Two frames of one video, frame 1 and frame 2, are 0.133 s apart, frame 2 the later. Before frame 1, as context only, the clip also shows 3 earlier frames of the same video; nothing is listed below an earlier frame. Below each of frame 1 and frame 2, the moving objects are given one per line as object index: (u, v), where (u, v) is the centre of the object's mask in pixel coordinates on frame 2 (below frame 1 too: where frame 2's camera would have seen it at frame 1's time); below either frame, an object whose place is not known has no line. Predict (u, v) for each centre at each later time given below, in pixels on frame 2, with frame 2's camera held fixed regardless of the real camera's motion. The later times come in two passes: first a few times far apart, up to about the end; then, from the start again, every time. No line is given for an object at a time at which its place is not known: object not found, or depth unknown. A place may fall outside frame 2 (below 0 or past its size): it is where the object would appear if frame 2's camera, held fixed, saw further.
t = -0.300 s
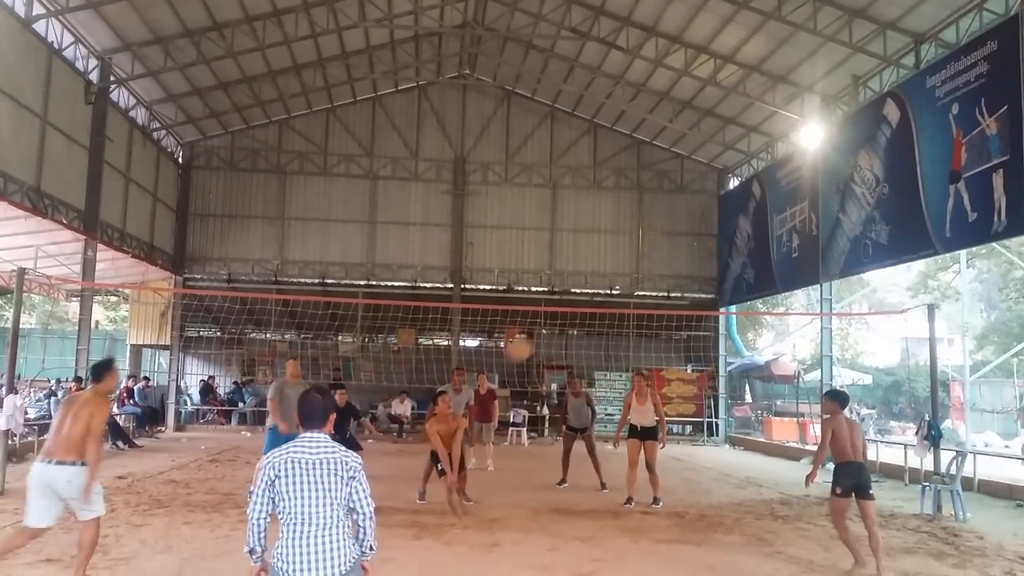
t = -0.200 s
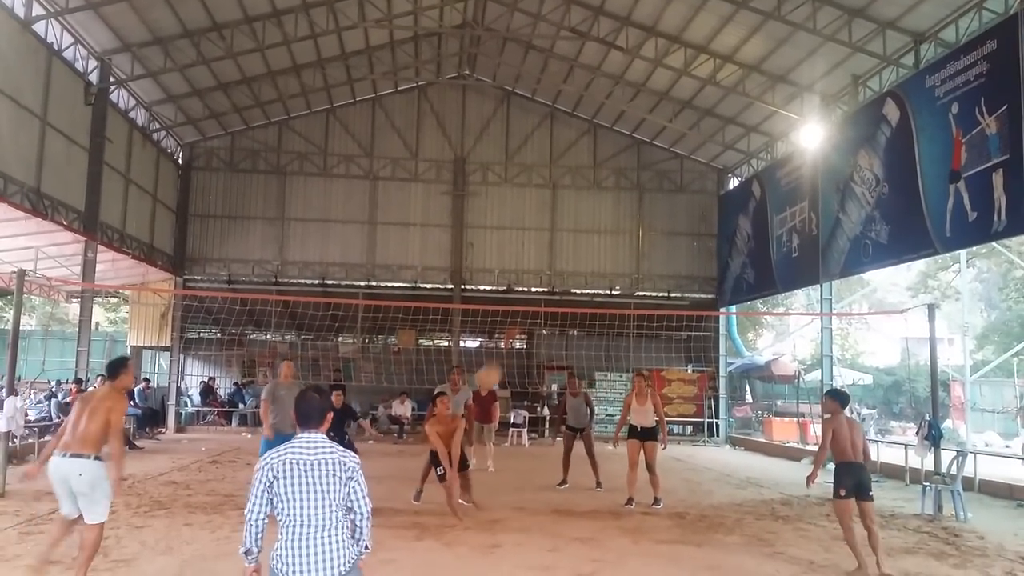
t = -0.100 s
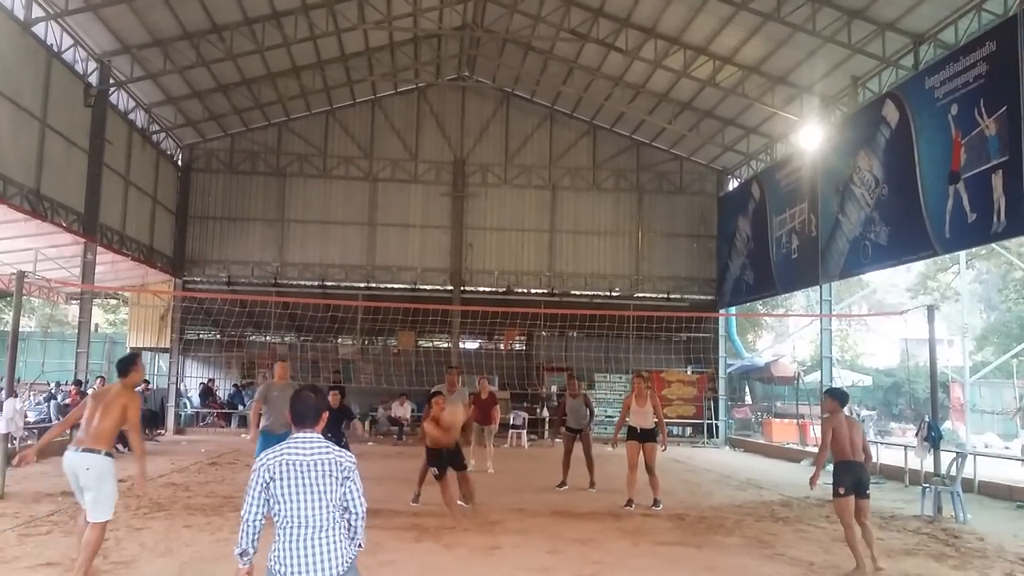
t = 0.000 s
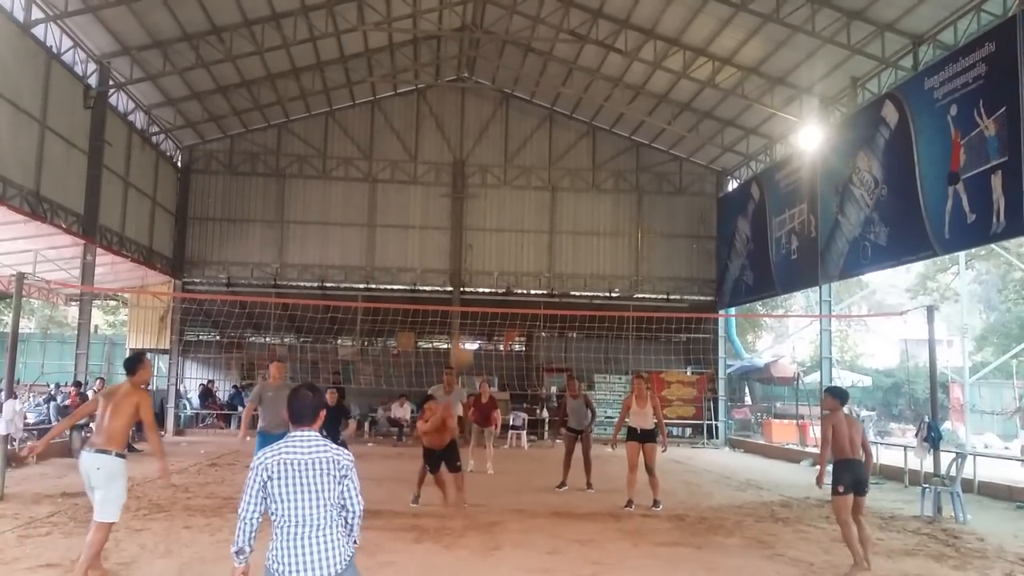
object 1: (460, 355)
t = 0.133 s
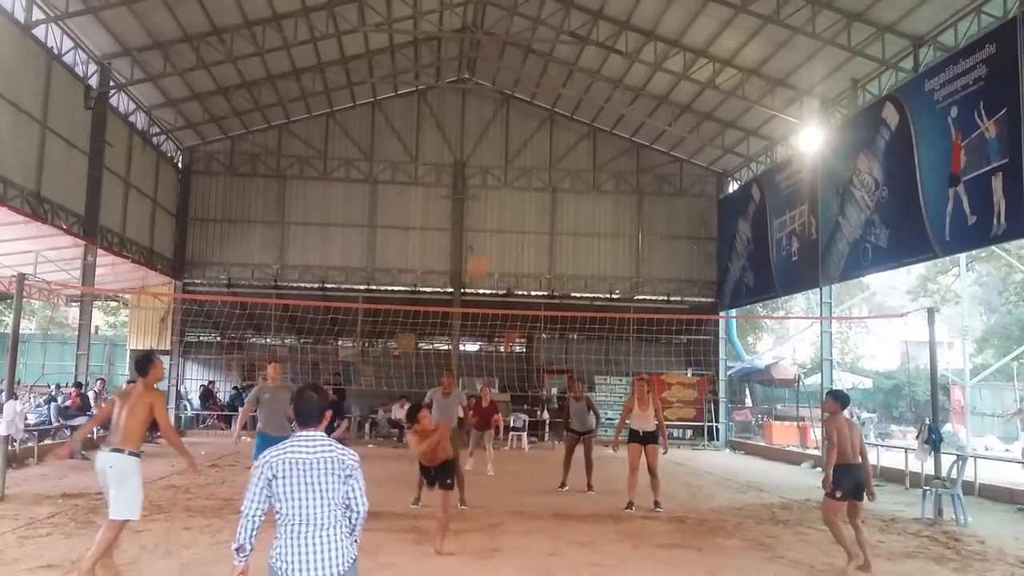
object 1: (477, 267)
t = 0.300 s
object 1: (499, 187)
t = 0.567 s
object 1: (531, 122)
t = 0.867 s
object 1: (562, 129)
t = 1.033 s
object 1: (577, 170)
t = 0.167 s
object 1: (482, 248)
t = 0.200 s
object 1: (486, 230)
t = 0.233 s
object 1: (491, 215)
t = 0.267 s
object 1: (496, 200)
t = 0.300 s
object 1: (499, 187)
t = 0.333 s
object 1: (504, 175)
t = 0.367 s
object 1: (507, 164)
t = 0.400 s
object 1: (511, 154)
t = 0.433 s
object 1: (515, 145)
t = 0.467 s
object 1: (520, 138)
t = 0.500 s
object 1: (523, 132)
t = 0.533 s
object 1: (527, 126)
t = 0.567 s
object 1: (531, 122)
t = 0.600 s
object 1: (535, 118)
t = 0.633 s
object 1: (538, 116)
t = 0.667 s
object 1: (541, 115)
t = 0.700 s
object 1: (545, 115)
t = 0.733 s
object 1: (548, 117)
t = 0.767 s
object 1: (551, 119)
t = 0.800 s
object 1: (555, 120)
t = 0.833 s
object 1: (558, 125)
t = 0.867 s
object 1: (562, 129)
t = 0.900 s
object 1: (564, 135)
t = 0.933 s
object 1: (568, 142)
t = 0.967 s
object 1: (571, 151)
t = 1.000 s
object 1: (575, 160)
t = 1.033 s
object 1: (577, 170)
